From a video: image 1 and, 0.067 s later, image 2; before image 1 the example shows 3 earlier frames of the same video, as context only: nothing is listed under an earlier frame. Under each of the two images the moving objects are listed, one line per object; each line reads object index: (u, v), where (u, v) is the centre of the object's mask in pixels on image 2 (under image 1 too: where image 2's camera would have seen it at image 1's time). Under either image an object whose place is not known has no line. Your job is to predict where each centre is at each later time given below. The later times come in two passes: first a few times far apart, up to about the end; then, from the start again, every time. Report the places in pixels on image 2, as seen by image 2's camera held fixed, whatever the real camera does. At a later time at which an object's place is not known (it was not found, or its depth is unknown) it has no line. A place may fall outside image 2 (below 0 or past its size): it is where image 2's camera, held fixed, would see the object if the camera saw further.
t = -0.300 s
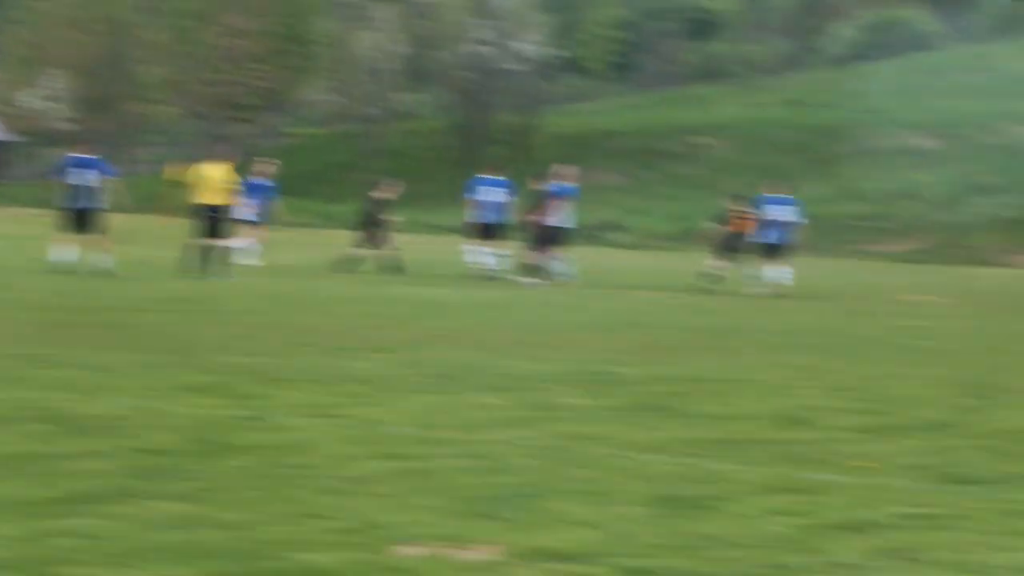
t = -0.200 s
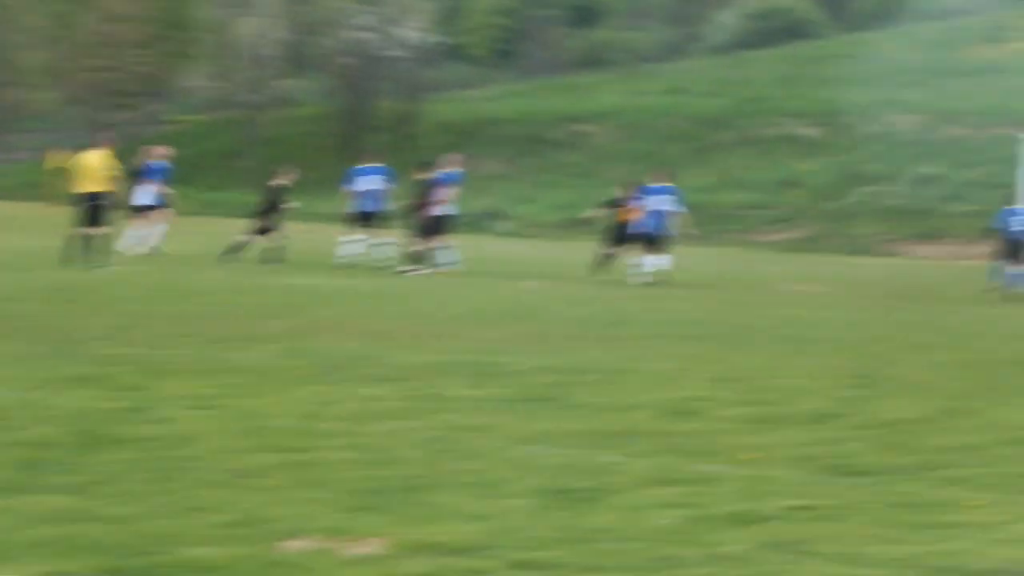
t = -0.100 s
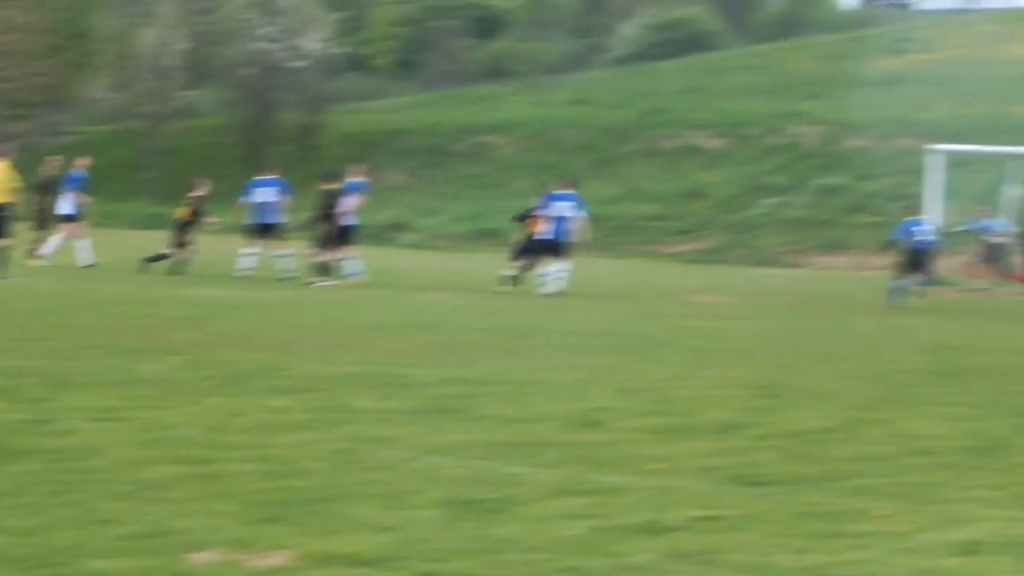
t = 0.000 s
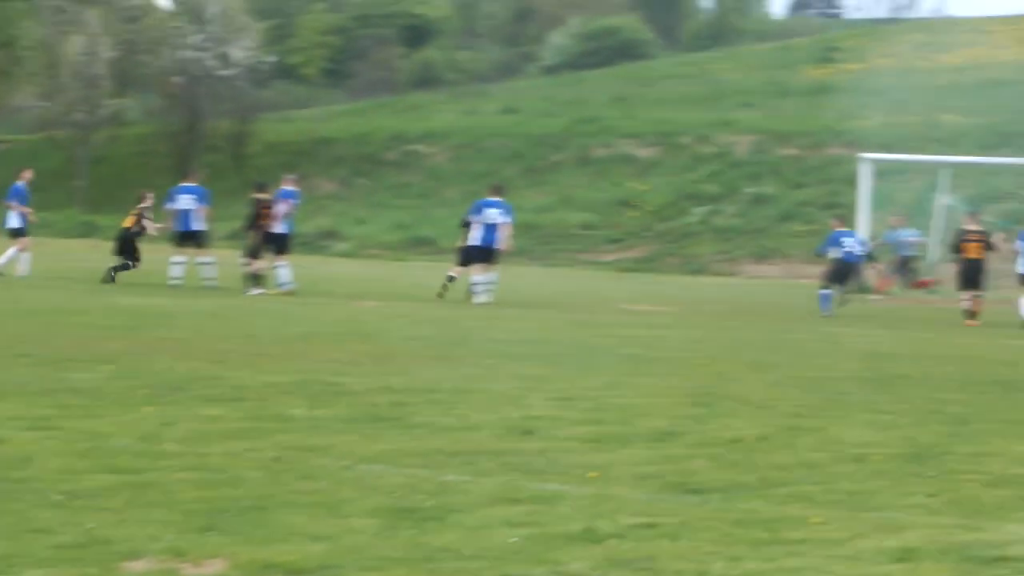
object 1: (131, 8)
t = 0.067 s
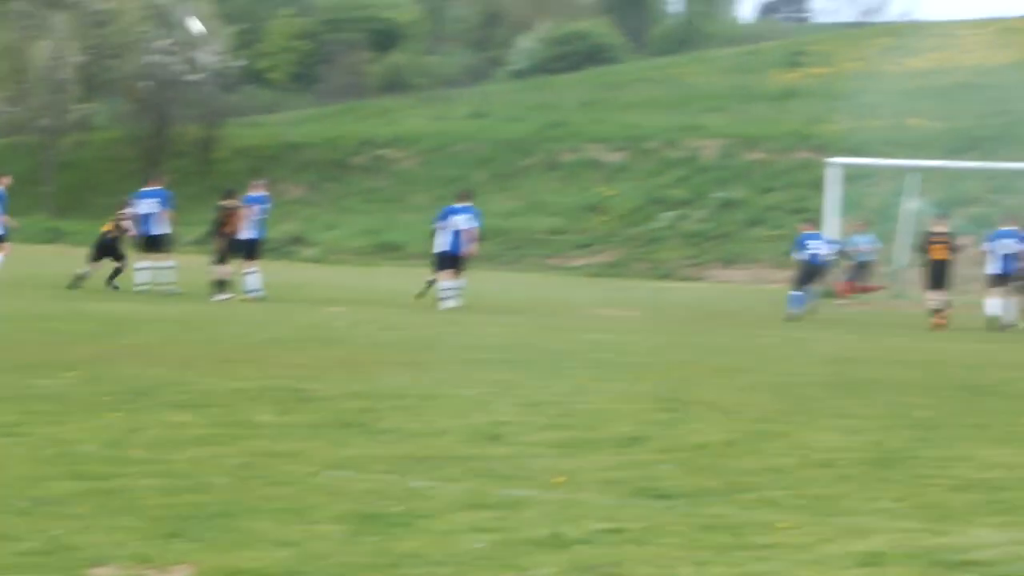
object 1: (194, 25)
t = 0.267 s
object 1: (370, 97)
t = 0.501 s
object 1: (545, 202)
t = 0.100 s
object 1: (225, 37)
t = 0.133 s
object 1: (256, 48)
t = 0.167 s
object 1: (284, 60)
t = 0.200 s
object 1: (313, 72)
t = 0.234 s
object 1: (341, 85)
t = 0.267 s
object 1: (370, 97)
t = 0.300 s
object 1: (397, 111)
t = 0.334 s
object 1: (423, 126)
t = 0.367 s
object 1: (449, 140)
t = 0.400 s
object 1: (474, 155)
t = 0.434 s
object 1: (497, 170)
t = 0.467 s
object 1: (523, 185)
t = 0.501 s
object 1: (545, 202)
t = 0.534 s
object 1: (568, 219)
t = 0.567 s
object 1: (589, 236)
